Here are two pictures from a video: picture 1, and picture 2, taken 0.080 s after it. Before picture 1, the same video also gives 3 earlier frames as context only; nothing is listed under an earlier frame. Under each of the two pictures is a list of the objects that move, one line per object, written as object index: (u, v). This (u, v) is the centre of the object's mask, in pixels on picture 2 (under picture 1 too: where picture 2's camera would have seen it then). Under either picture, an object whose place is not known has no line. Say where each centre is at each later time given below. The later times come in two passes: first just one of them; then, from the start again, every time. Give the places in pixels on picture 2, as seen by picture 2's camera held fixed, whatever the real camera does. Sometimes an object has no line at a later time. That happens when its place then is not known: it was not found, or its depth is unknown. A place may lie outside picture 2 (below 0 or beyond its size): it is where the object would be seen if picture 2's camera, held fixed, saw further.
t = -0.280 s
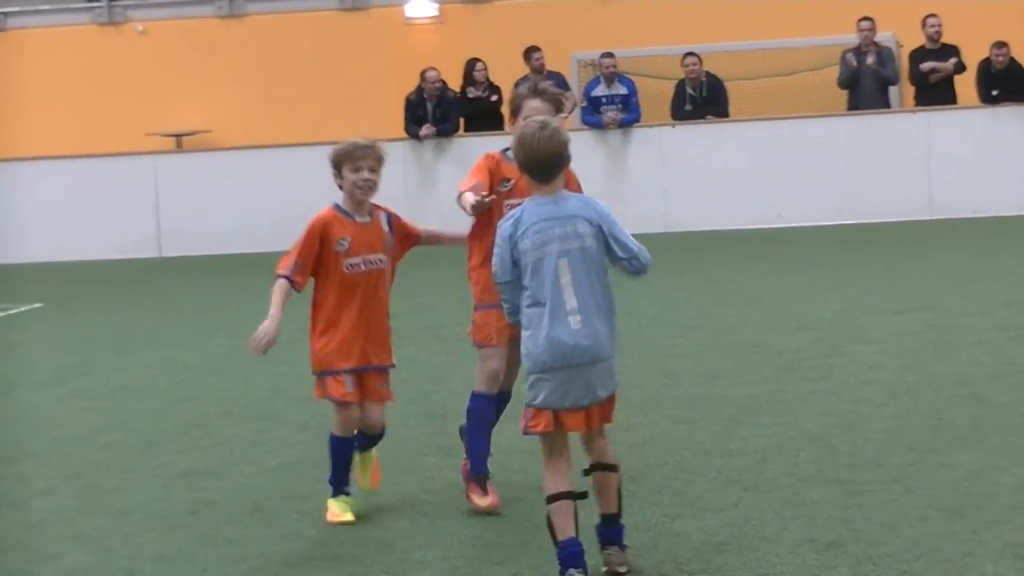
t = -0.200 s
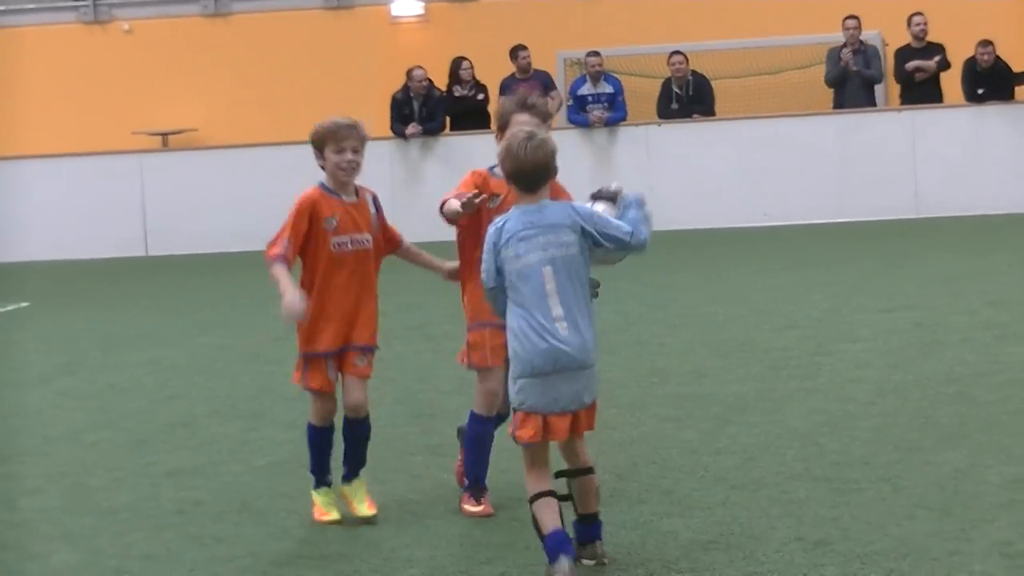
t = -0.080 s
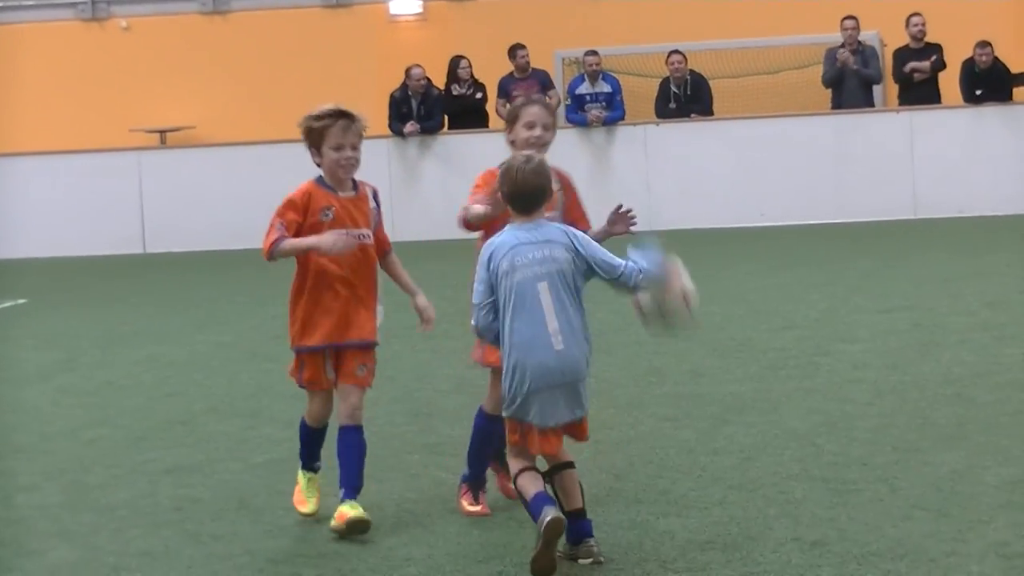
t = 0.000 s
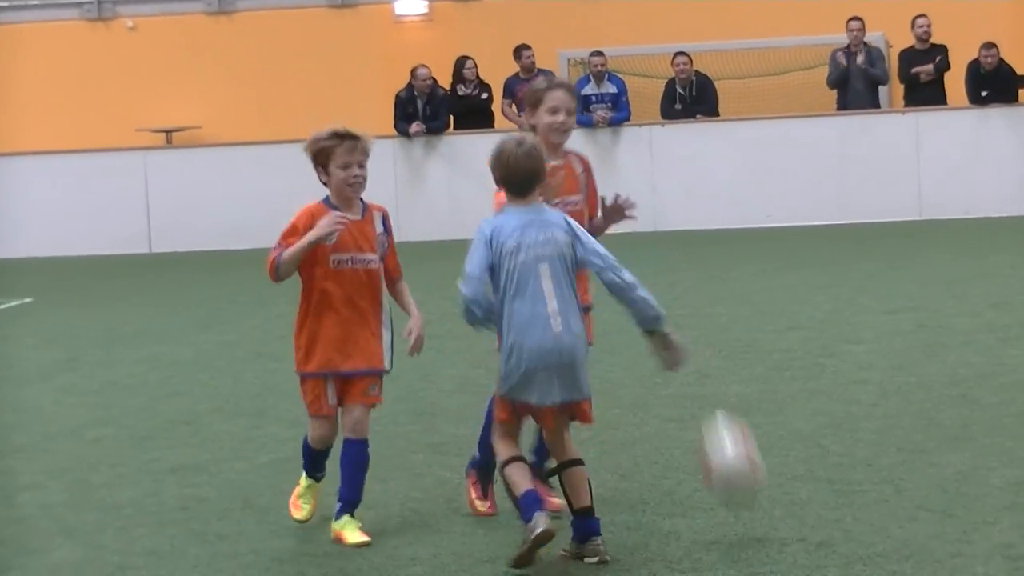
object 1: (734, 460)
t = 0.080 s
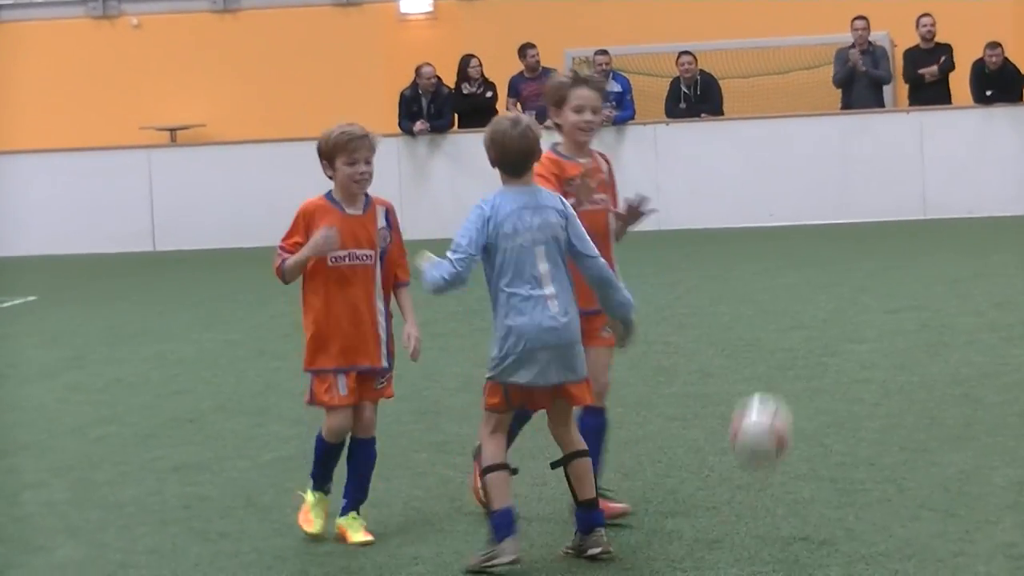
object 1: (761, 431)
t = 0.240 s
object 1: (791, 232)
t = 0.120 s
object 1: (768, 374)
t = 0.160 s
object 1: (777, 320)
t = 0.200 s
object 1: (784, 274)
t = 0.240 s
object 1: (791, 232)
